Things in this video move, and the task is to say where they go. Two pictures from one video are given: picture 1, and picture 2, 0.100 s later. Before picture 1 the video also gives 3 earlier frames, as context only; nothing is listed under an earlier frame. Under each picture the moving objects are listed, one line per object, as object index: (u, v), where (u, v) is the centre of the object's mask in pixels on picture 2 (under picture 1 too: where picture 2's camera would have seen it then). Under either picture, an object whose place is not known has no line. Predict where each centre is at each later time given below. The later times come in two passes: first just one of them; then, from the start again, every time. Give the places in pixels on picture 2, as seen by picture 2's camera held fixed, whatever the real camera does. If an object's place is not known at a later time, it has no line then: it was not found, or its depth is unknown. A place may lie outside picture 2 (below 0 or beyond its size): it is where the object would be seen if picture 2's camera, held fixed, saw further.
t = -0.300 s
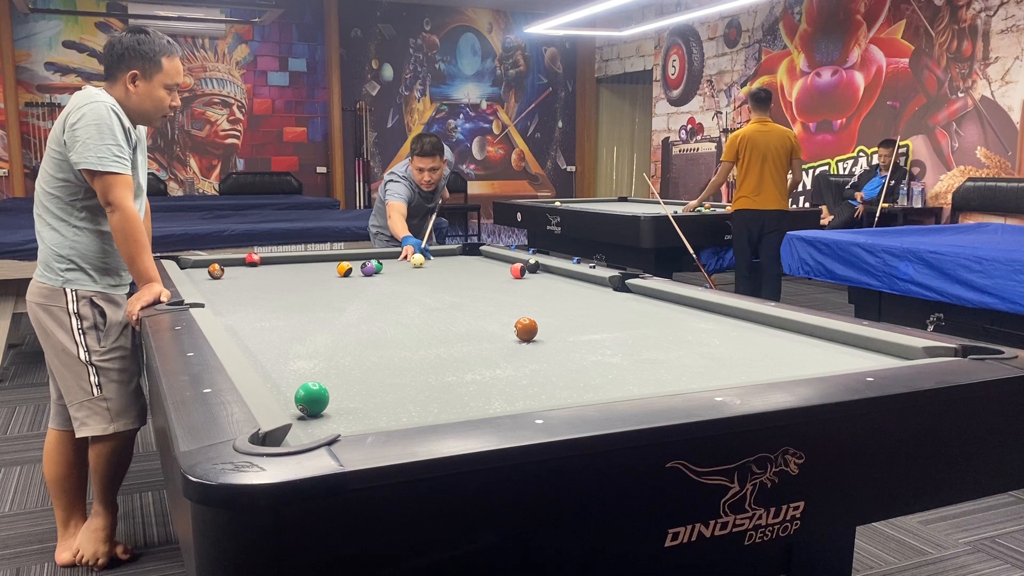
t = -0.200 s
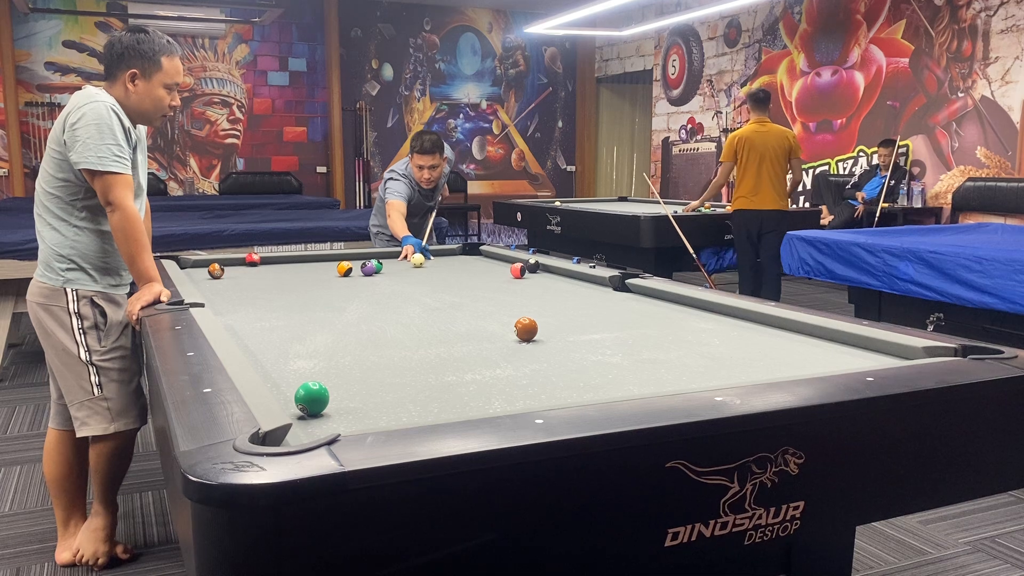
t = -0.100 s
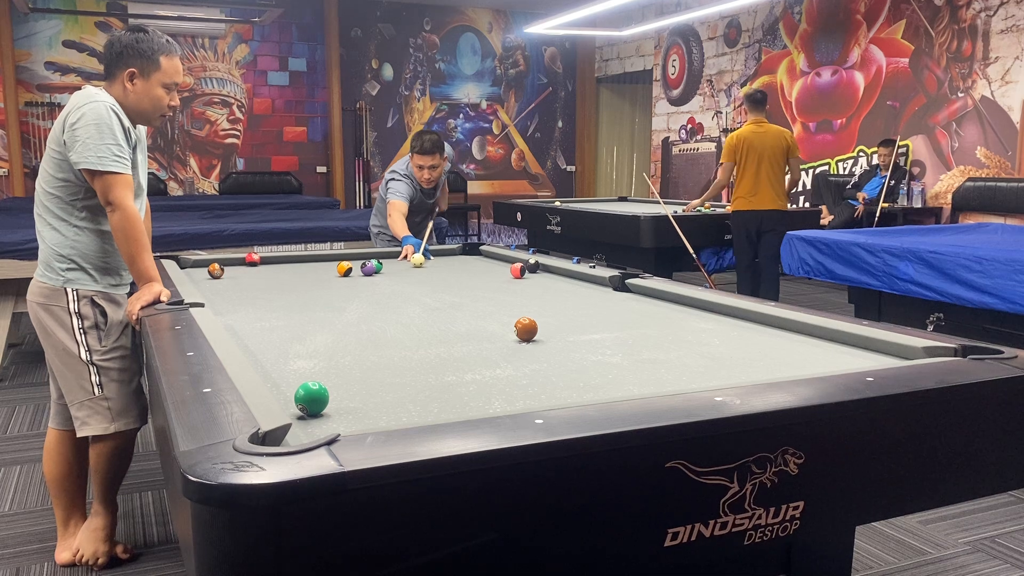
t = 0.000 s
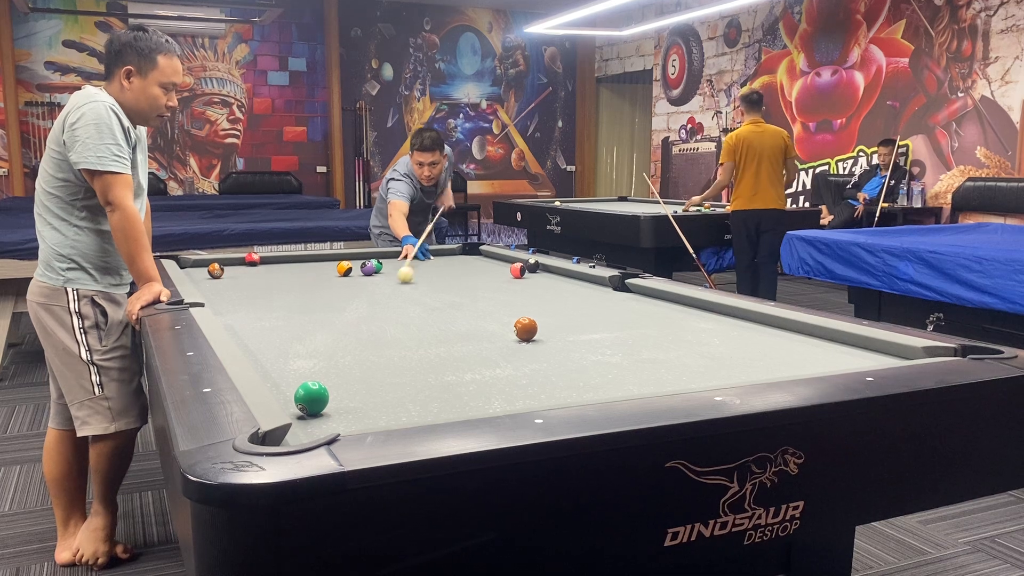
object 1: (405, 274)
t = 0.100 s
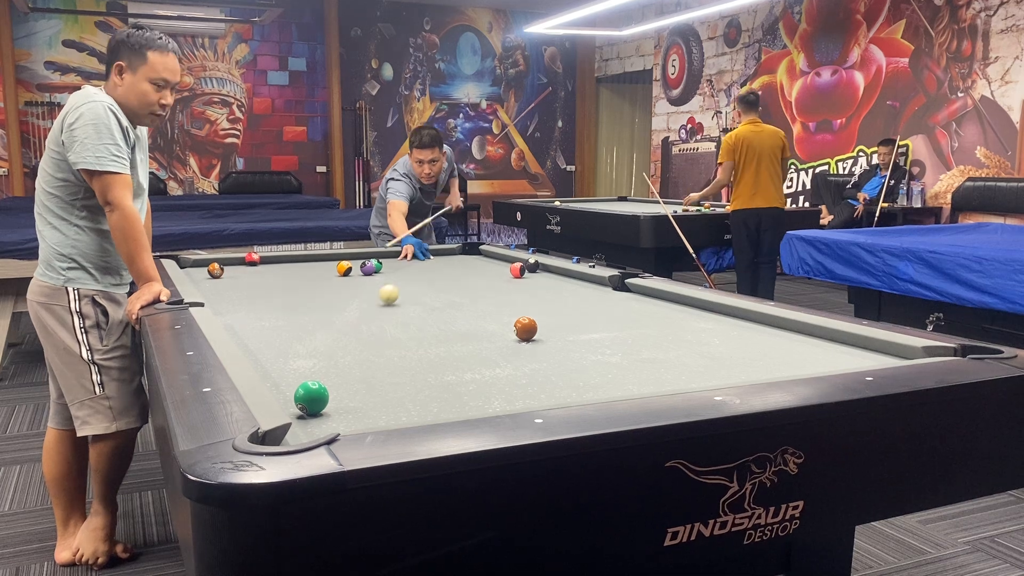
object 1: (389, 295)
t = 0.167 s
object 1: (374, 313)
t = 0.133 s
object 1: (382, 303)
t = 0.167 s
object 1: (374, 313)
